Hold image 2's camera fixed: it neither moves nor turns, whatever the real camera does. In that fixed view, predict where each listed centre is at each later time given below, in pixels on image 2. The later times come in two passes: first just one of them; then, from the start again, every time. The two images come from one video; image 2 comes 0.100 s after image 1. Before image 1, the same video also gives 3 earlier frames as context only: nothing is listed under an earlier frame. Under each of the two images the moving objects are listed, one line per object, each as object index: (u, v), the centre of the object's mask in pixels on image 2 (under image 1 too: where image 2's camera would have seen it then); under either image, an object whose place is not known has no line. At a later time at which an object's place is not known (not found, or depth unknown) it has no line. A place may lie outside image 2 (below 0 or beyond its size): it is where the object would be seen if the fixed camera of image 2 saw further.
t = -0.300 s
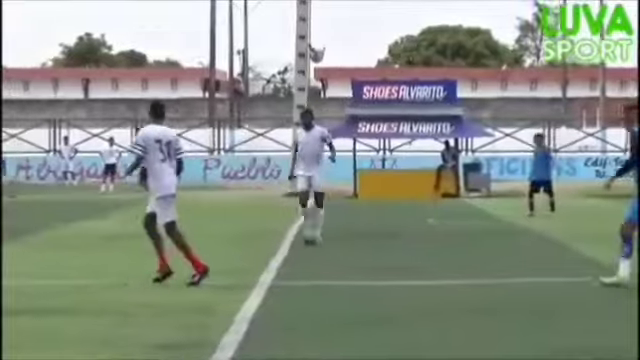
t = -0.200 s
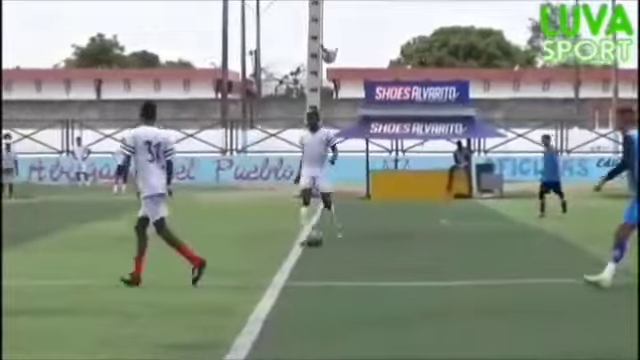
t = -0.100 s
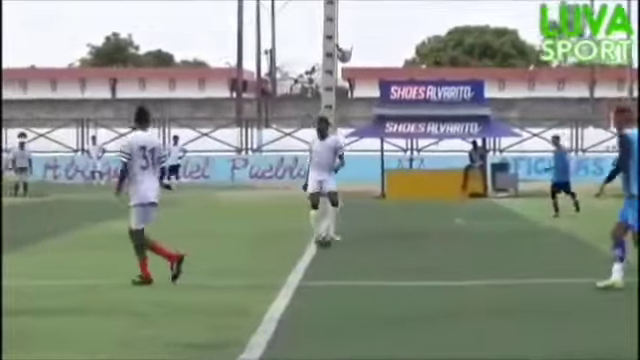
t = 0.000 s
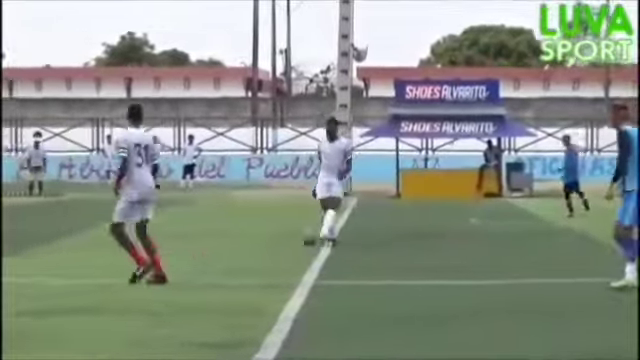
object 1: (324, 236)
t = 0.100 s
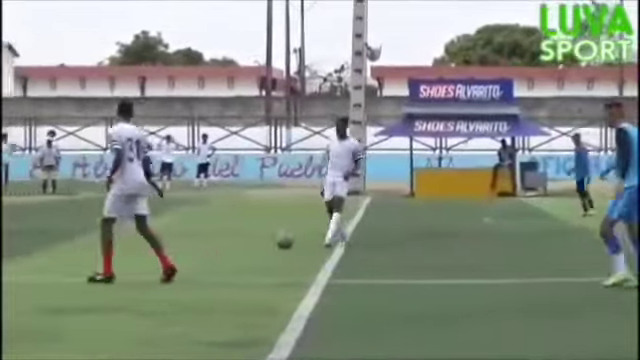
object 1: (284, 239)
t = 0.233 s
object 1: (234, 247)
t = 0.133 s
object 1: (272, 243)
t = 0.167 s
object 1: (259, 249)
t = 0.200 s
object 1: (245, 249)
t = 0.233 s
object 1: (234, 247)
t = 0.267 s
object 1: (222, 246)
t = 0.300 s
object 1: (210, 246)
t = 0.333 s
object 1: (196, 245)
